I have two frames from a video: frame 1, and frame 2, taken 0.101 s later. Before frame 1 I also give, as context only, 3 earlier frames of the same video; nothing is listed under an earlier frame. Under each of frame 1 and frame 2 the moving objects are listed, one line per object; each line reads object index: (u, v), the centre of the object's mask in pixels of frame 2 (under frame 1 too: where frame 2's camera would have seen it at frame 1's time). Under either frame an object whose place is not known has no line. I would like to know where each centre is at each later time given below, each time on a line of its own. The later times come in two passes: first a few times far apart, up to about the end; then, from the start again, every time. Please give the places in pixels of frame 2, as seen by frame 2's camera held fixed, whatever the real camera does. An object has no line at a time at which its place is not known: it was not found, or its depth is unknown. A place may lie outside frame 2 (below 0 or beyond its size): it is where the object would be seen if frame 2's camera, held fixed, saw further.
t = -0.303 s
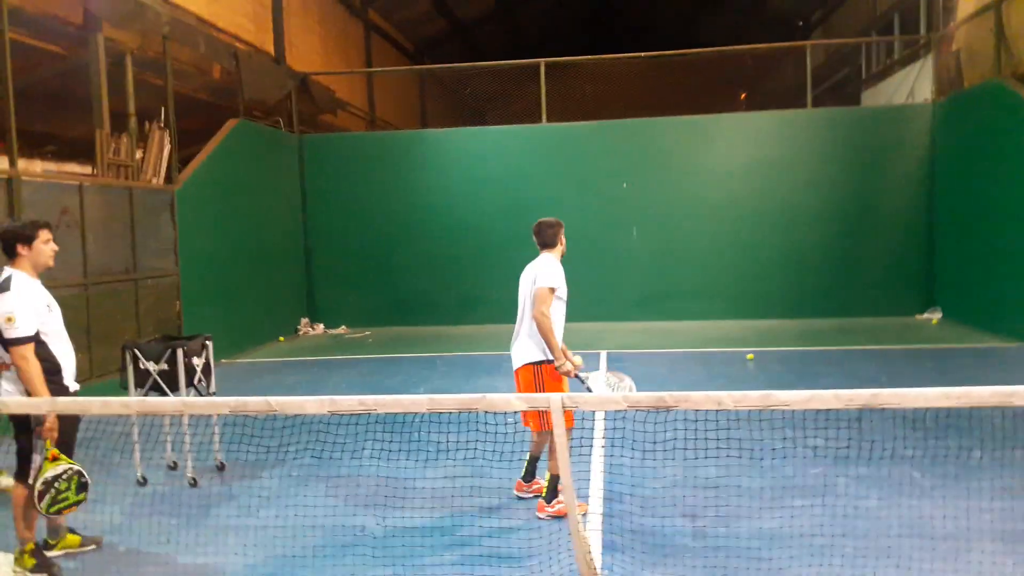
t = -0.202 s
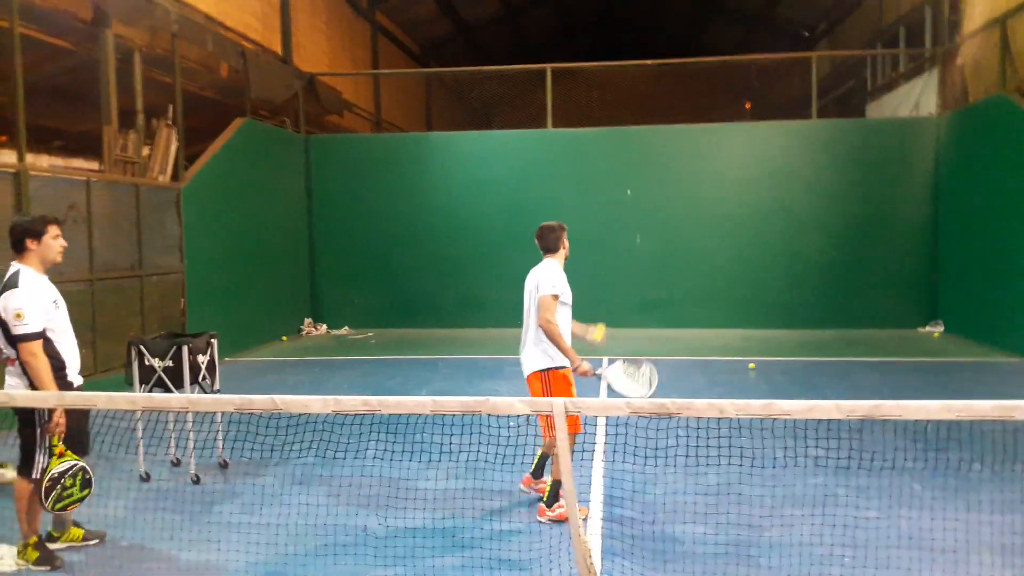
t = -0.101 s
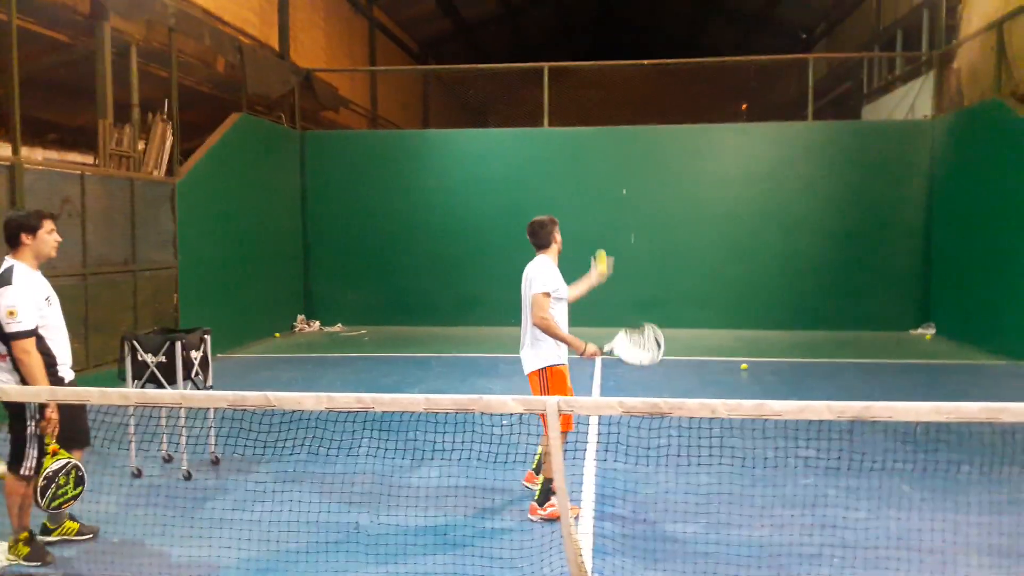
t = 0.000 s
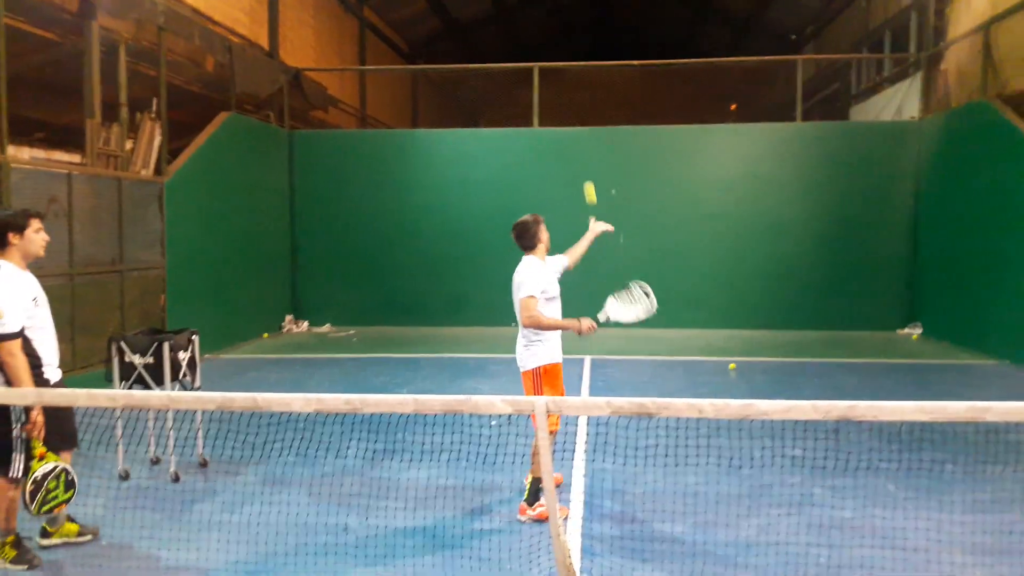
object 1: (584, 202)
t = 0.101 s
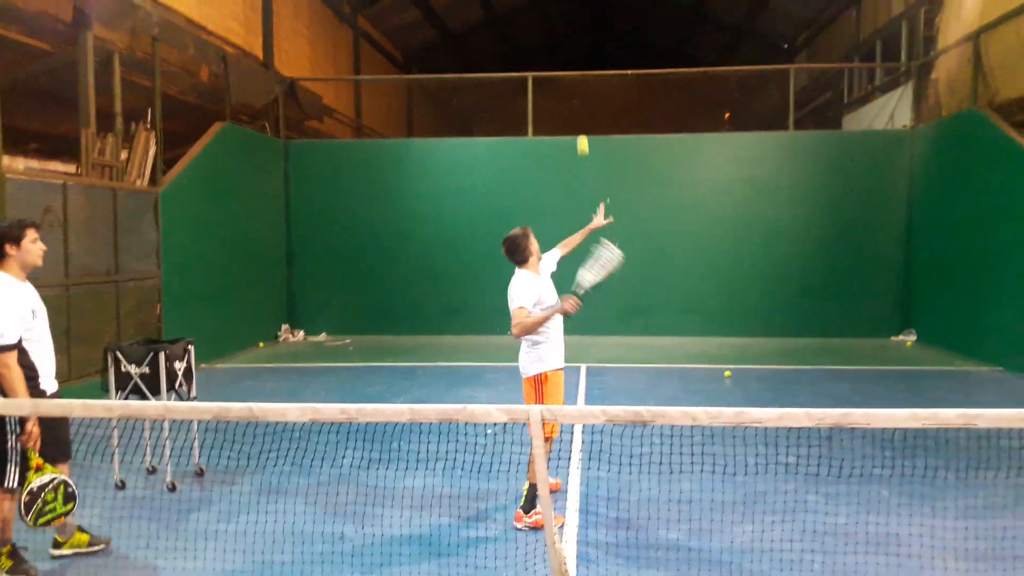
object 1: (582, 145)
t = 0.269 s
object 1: (579, 83)
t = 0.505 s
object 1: (568, 76)
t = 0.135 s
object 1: (582, 128)
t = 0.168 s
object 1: (581, 115)
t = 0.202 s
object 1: (581, 103)
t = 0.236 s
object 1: (580, 93)
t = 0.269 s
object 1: (579, 83)
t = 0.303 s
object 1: (577, 76)
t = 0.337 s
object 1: (576, 71)
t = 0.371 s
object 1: (575, 67)
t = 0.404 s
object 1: (573, 65)
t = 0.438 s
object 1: (572, 65)
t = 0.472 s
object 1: (570, 71)
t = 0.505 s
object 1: (568, 76)
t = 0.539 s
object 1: (567, 84)
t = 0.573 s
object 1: (567, 93)
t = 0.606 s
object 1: (567, 104)
